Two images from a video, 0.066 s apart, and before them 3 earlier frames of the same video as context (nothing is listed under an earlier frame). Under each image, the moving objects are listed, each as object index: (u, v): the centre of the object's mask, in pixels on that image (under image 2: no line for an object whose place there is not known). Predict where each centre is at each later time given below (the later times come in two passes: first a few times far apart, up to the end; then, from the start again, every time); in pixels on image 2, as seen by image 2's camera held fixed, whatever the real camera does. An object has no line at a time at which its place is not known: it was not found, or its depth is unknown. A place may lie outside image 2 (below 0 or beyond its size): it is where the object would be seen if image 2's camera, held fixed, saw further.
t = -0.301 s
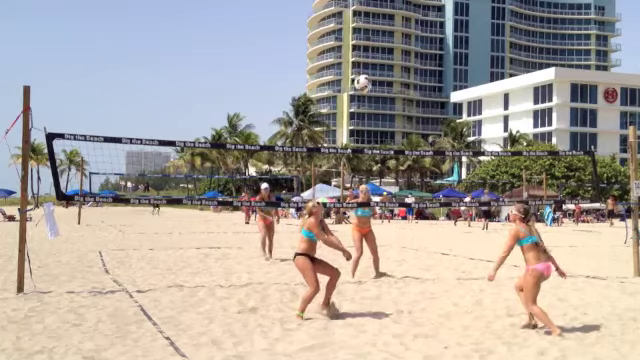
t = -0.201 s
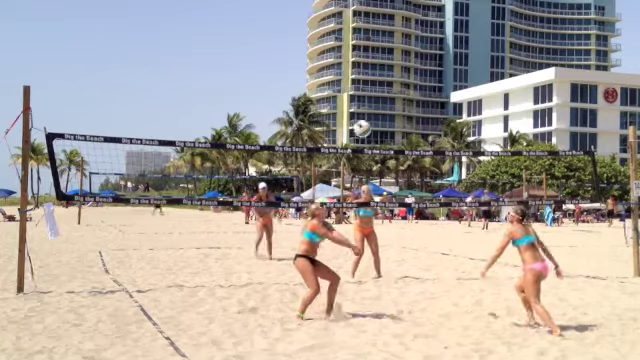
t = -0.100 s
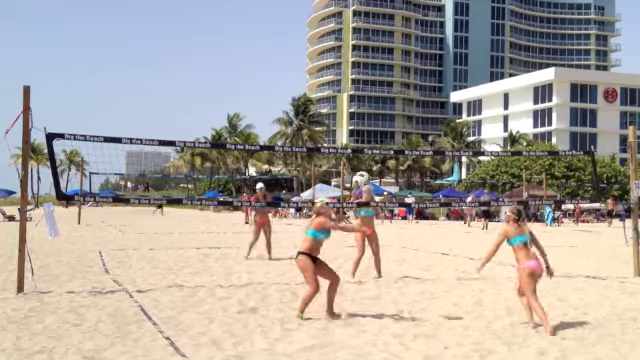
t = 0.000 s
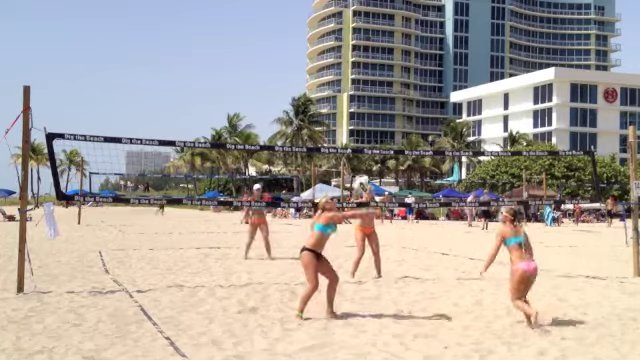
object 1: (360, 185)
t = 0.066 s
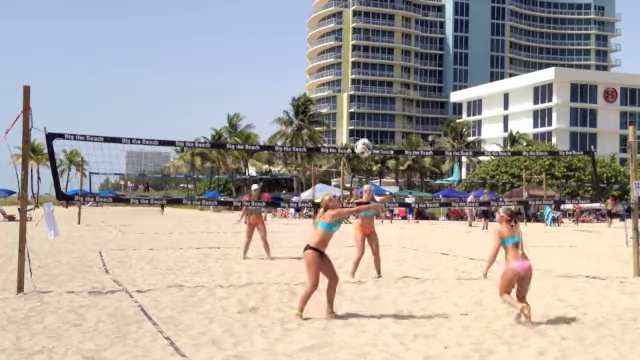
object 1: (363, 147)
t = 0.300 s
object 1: (368, 56)
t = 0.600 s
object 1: (376, 13)
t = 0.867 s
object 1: (382, 29)
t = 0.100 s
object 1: (363, 131)
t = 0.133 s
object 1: (364, 116)
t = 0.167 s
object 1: (365, 102)
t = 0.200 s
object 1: (366, 88)
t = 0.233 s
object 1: (365, 77)
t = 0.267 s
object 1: (366, 66)
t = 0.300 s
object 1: (368, 56)
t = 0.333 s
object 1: (369, 48)
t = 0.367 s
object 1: (370, 40)
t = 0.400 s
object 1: (370, 33)
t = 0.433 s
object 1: (371, 28)
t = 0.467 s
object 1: (373, 23)
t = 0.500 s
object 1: (373, 19)
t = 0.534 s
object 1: (374, 16)
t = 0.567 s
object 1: (375, 14)
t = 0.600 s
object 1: (376, 13)
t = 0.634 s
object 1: (377, 12)
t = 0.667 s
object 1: (377, 12)
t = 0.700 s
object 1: (377, 12)
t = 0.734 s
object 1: (378, 14)
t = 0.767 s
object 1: (379, 17)
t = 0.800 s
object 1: (381, 20)
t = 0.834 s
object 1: (382, 25)
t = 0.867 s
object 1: (382, 29)
